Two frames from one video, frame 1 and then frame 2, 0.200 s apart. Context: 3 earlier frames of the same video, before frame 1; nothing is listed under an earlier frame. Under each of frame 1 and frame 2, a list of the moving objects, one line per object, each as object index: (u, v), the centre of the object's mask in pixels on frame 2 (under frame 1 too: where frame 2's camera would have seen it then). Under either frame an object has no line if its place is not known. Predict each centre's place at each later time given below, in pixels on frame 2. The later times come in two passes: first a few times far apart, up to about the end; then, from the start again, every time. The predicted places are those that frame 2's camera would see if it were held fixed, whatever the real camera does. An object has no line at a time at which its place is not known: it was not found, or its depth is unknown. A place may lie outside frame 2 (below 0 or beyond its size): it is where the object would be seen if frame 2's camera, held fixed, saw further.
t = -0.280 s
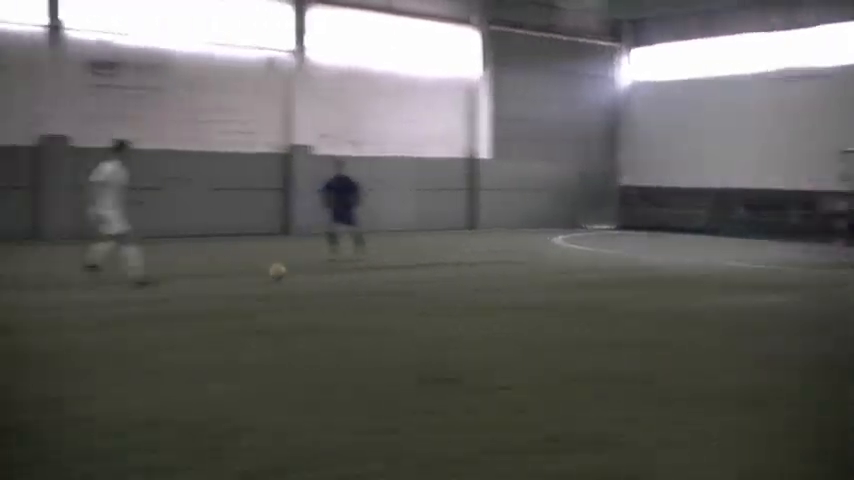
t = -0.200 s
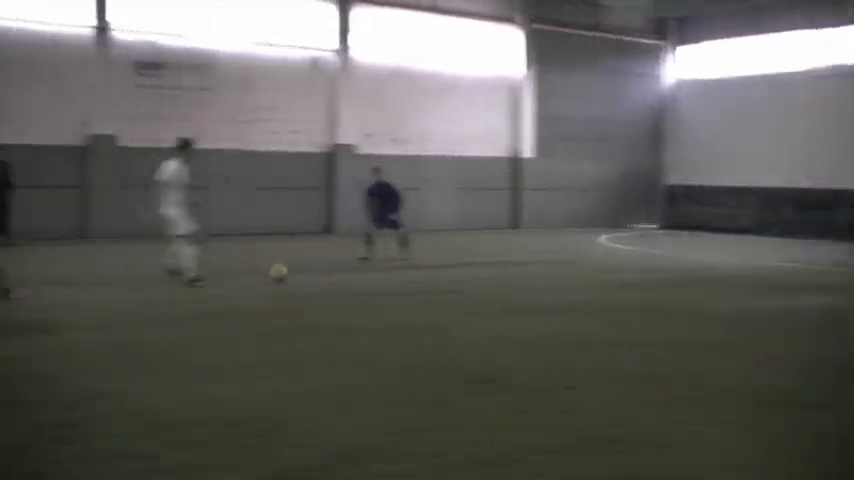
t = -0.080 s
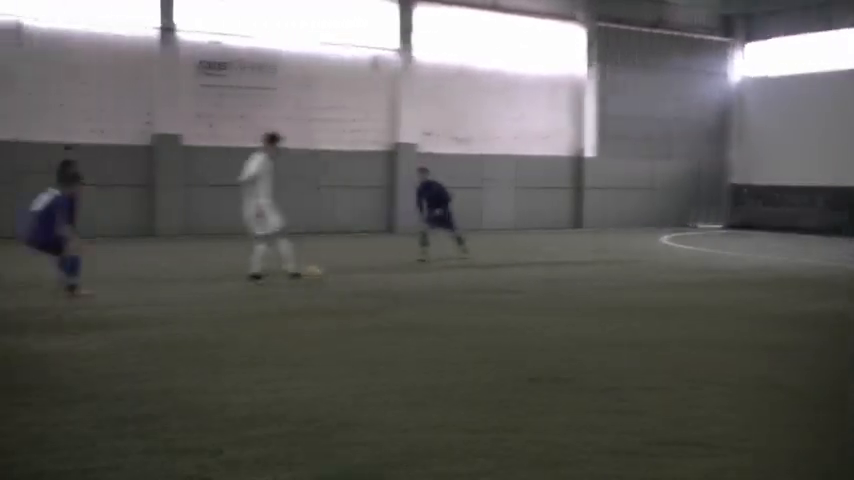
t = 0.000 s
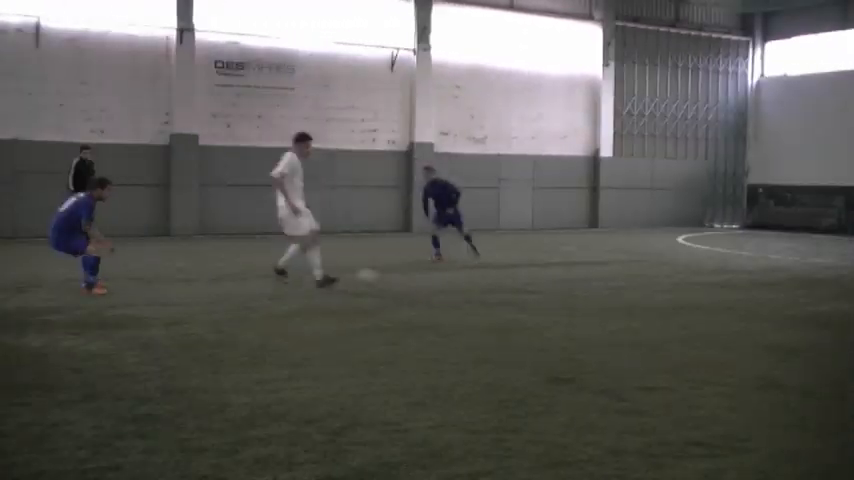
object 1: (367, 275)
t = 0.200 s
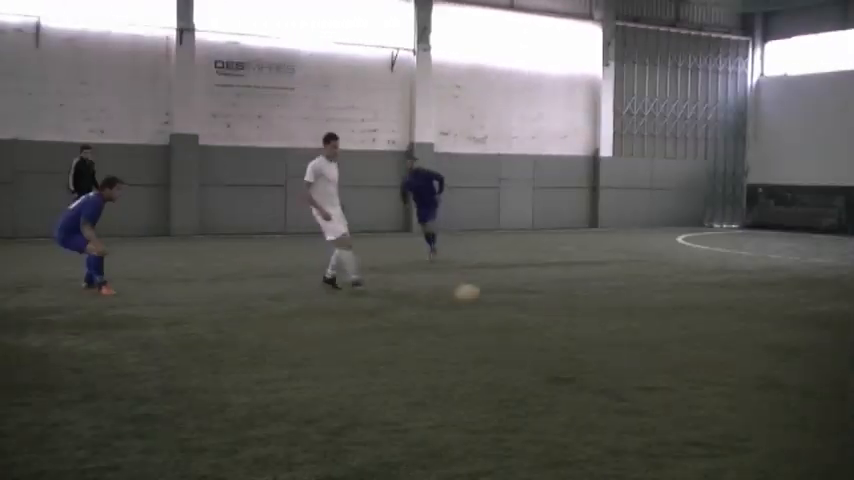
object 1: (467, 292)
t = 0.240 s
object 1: (487, 296)
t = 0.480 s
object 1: (608, 328)
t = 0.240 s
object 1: (487, 296)
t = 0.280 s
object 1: (508, 303)
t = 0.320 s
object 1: (530, 311)
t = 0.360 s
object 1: (550, 315)
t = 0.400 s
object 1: (568, 319)
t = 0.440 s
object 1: (588, 323)
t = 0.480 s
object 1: (608, 328)
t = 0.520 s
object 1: (627, 330)
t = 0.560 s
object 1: (648, 331)
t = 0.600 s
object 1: (666, 336)
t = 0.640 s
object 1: (688, 345)
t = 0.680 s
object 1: (710, 351)
